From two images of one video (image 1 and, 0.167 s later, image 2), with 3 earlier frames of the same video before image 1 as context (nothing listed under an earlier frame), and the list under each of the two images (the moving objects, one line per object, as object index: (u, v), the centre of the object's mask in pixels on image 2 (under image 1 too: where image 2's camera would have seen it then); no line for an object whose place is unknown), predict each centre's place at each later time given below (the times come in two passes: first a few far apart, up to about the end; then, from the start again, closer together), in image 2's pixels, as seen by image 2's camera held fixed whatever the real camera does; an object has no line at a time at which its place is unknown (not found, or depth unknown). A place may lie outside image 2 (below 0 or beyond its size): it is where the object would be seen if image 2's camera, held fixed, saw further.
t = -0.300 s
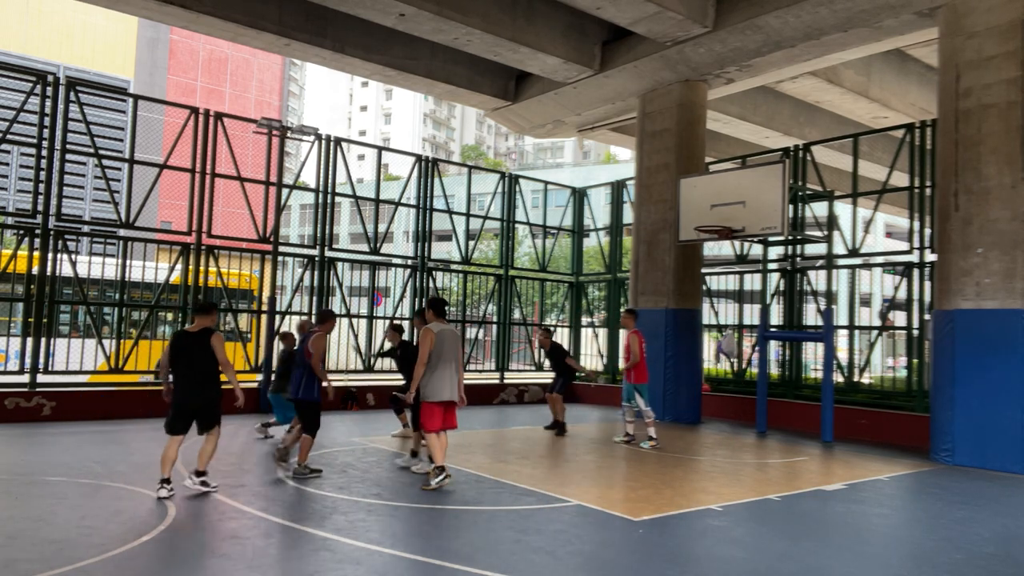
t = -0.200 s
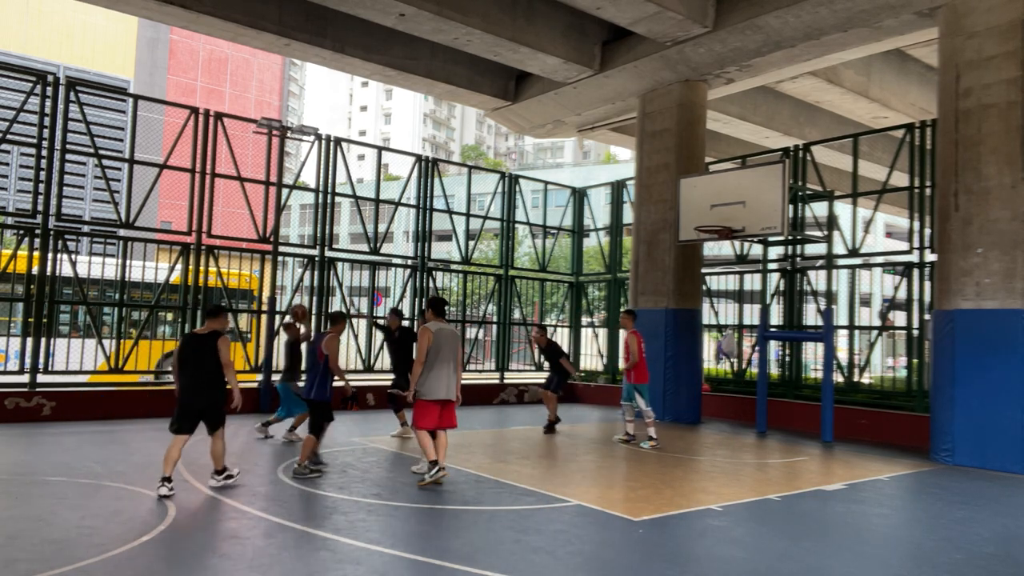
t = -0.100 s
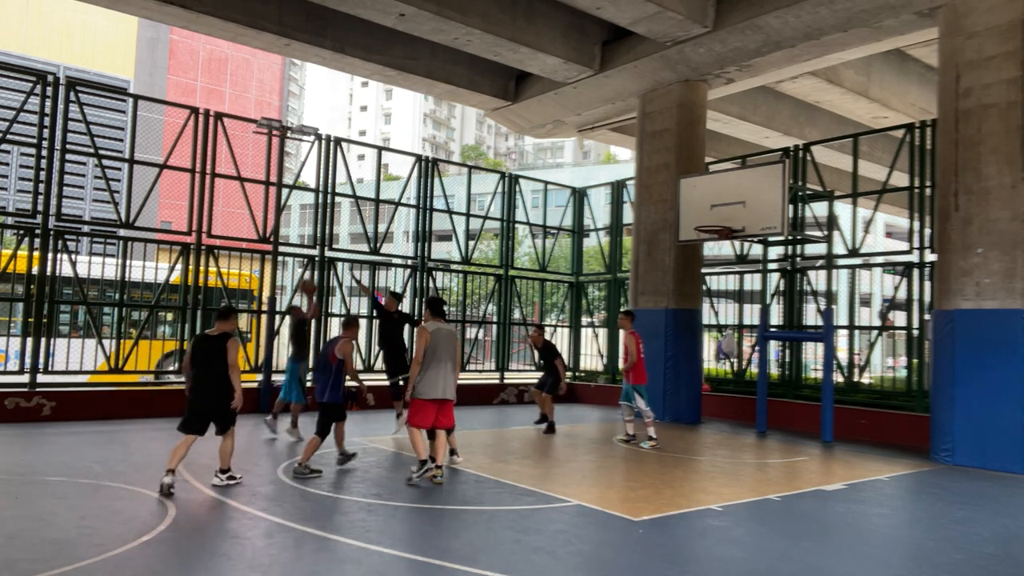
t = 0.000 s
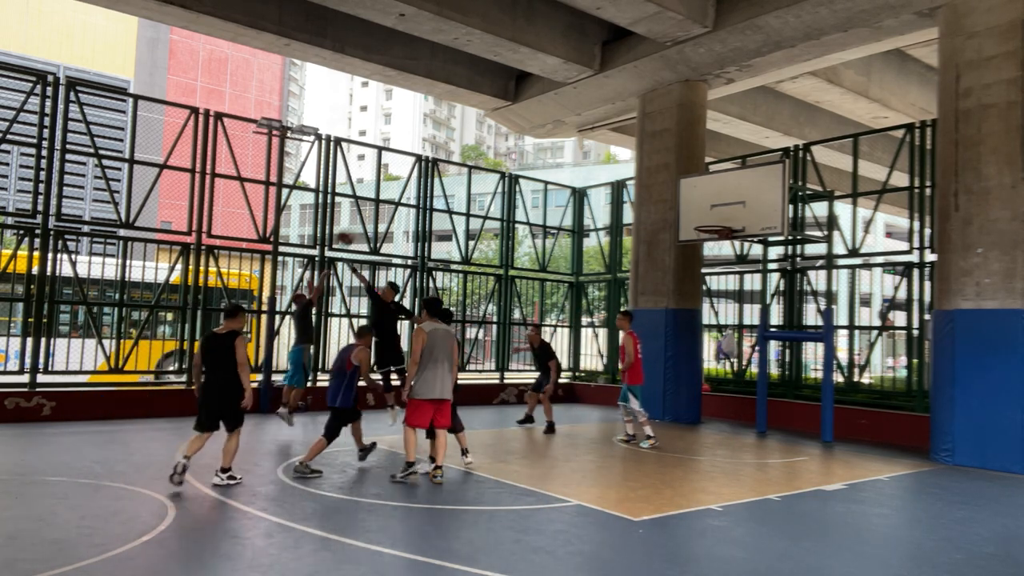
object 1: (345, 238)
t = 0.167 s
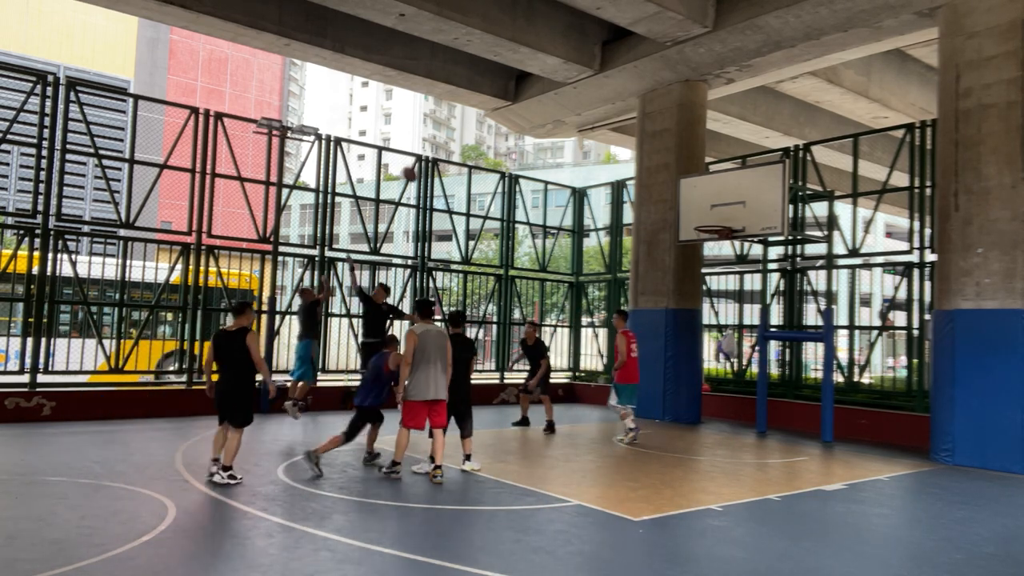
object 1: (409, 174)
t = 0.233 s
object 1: (434, 154)
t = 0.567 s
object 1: (546, 111)
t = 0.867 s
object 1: (636, 137)
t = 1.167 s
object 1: (720, 220)
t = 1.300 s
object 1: (708, 184)
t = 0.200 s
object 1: (424, 164)
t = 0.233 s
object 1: (434, 154)
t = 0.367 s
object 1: (480, 127)
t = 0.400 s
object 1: (492, 122)
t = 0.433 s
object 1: (503, 118)
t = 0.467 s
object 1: (514, 115)
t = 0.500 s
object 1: (525, 113)
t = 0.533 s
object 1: (535, 111)
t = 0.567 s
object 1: (546, 111)
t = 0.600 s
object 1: (556, 111)
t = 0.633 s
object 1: (567, 111)
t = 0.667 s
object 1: (577, 113)
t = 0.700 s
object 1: (587, 115)
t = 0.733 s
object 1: (597, 118)
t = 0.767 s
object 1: (607, 122)
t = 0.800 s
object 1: (617, 127)
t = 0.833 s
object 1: (627, 132)
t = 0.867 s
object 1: (636, 137)
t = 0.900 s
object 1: (645, 144)
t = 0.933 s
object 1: (655, 151)
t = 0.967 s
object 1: (664, 159)
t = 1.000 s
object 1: (674, 168)
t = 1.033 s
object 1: (683, 176)
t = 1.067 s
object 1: (692, 187)
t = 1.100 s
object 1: (701, 197)
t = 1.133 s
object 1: (709, 208)
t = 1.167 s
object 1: (720, 220)
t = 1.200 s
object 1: (719, 215)
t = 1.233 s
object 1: (715, 204)
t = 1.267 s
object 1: (712, 194)
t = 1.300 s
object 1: (708, 184)
